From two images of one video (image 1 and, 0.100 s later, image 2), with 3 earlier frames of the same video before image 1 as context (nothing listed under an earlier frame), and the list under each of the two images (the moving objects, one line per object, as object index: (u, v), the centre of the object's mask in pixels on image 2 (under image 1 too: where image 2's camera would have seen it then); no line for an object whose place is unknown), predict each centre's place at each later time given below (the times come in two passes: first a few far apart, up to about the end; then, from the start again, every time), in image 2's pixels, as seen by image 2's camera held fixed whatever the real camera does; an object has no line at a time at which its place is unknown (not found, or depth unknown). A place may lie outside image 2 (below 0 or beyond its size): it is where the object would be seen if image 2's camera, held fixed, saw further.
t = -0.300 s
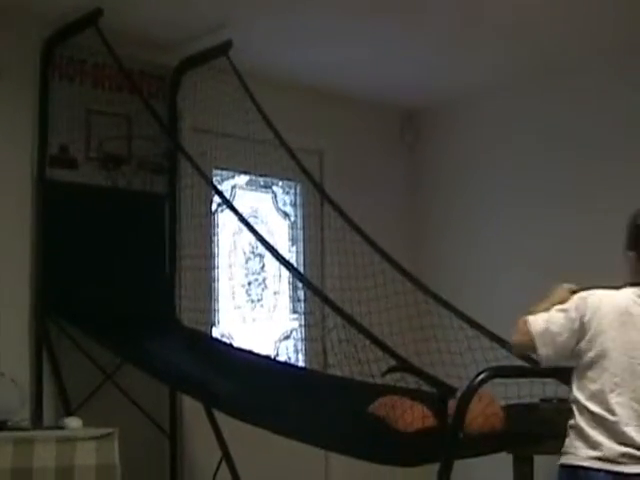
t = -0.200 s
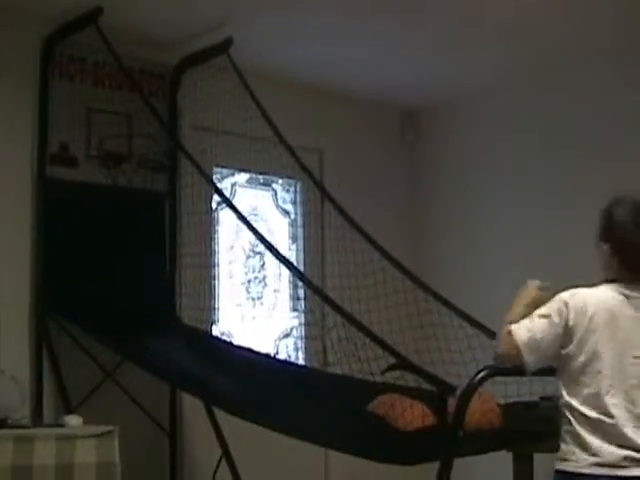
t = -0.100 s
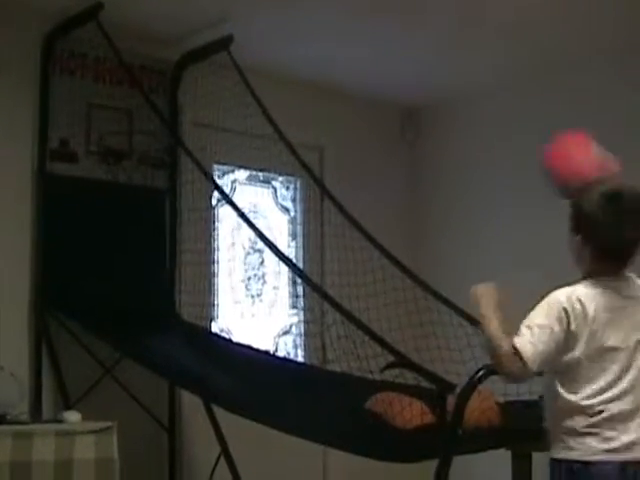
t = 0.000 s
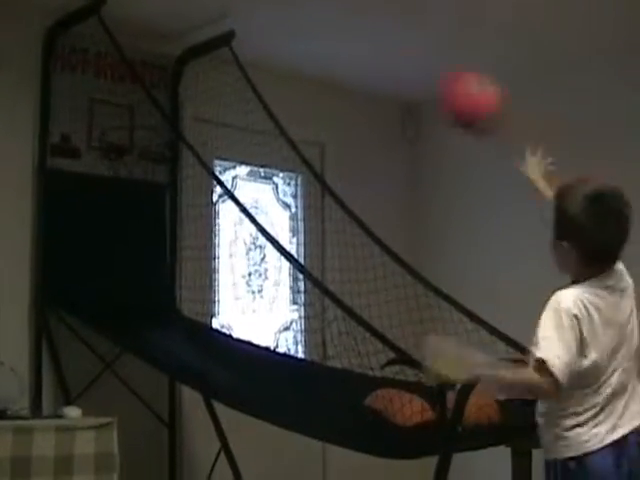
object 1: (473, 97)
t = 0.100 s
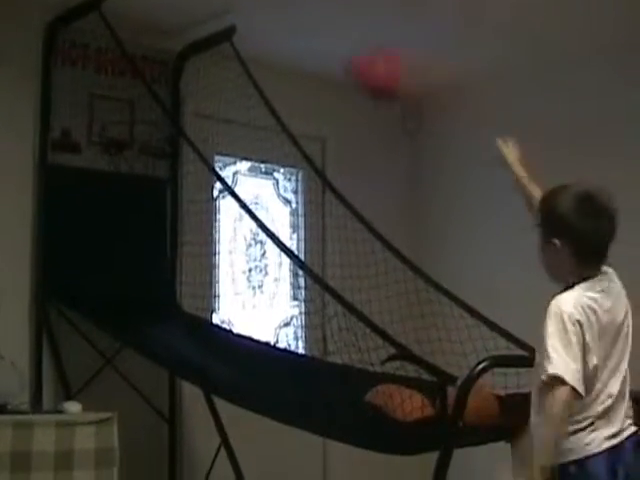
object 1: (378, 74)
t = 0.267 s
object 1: (253, 100)
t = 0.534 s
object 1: (101, 266)
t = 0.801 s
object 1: (125, 294)
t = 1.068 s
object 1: (223, 366)
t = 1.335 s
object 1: (359, 387)
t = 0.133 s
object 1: (351, 75)
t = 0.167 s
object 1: (322, 77)
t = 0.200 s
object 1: (300, 81)
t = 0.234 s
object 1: (278, 89)
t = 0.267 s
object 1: (253, 100)
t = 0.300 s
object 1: (229, 112)
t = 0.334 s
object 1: (209, 128)
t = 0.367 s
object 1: (194, 144)
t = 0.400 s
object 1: (167, 167)
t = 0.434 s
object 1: (155, 184)
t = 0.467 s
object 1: (135, 214)
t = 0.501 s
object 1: (116, 242)
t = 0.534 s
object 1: (101, 266)
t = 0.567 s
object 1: (101, 267)
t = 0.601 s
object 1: (101, 266)
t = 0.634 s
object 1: (103, 265)
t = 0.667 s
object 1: (108, 265)
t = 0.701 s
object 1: (112, 269)
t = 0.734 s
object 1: (118, 275)
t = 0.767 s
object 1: (123, 285)
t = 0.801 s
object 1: (125, 294)
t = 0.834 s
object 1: (133, 311)
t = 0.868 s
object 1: (137, 328)
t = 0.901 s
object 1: (146, 341)
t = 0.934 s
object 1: (156, 347)
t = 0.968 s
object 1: (168, 350)
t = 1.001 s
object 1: (179, 353)
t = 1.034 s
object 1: (195, 358)
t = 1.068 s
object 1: (223, 366)
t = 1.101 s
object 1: (238, 370)
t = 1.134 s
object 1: (259, 374)
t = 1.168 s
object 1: (275, 378)
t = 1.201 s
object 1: (294, 380)
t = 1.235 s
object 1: (315, 383)
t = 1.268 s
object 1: (333, 386)
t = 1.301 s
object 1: (351, 388)
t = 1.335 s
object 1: (359, 387)
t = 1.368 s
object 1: (362, 385)
